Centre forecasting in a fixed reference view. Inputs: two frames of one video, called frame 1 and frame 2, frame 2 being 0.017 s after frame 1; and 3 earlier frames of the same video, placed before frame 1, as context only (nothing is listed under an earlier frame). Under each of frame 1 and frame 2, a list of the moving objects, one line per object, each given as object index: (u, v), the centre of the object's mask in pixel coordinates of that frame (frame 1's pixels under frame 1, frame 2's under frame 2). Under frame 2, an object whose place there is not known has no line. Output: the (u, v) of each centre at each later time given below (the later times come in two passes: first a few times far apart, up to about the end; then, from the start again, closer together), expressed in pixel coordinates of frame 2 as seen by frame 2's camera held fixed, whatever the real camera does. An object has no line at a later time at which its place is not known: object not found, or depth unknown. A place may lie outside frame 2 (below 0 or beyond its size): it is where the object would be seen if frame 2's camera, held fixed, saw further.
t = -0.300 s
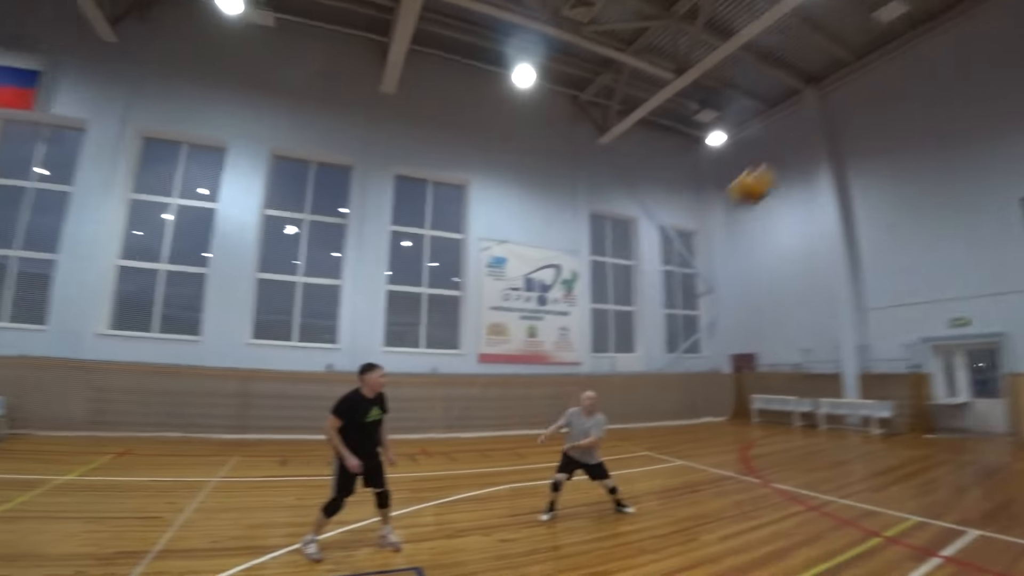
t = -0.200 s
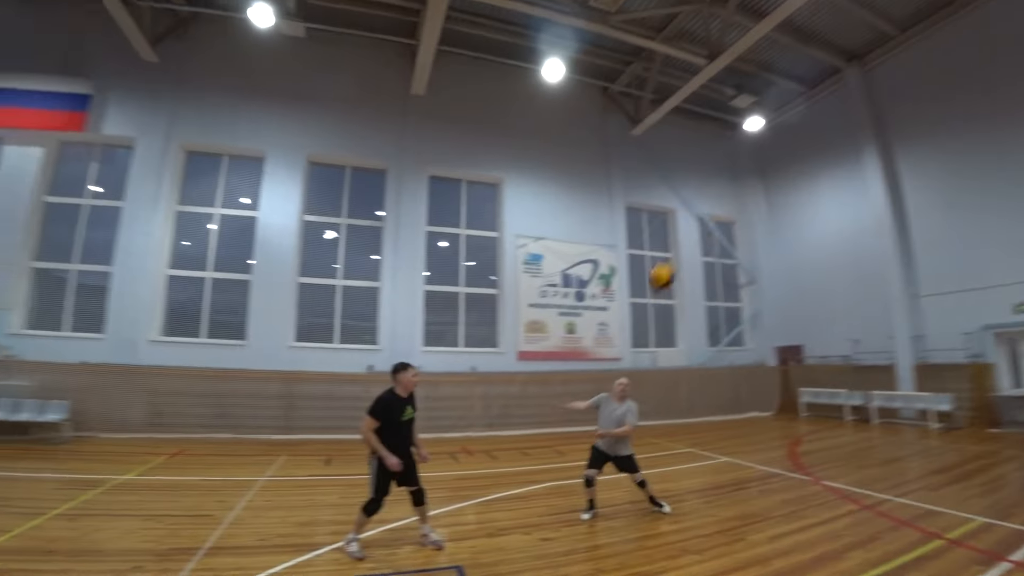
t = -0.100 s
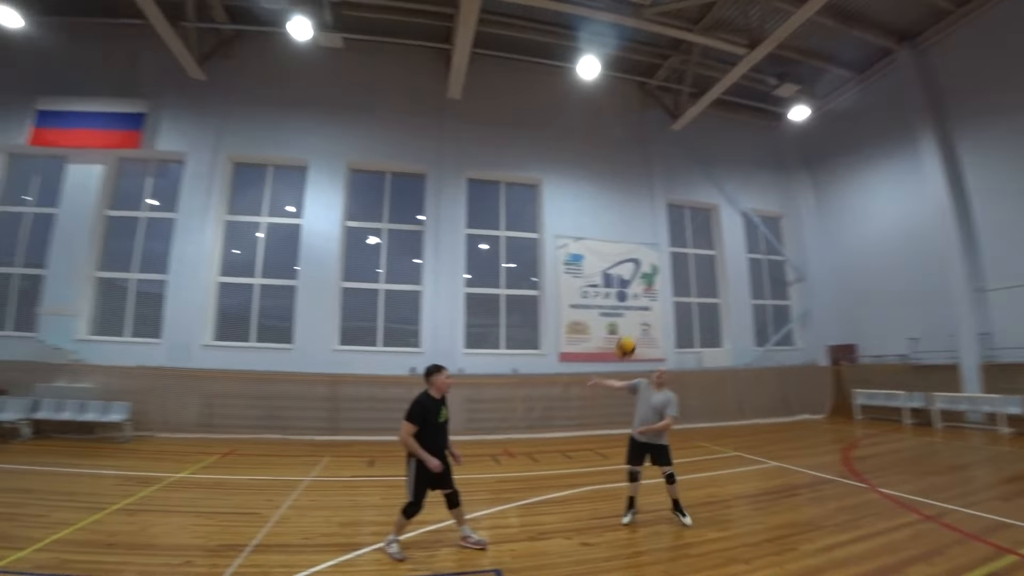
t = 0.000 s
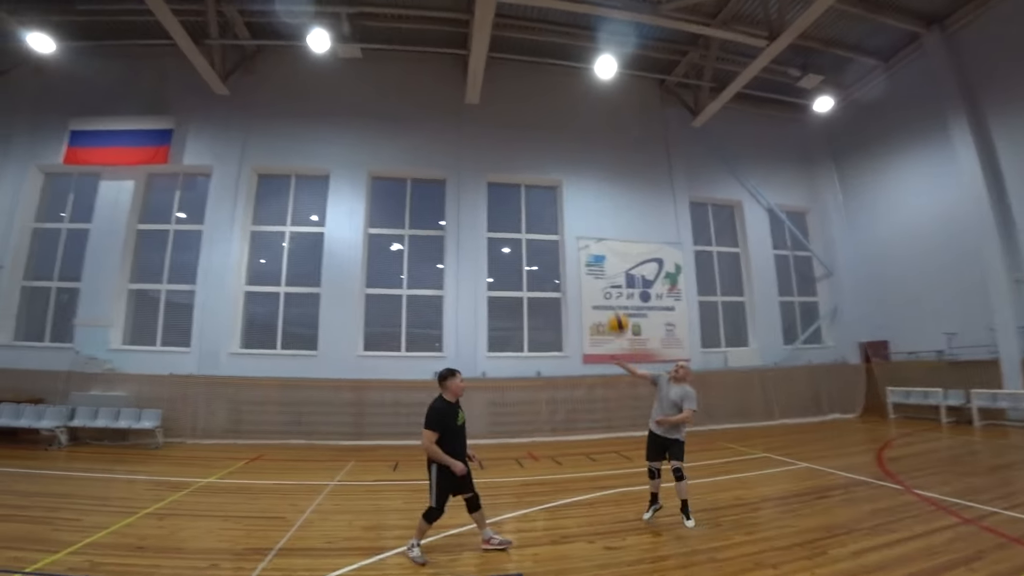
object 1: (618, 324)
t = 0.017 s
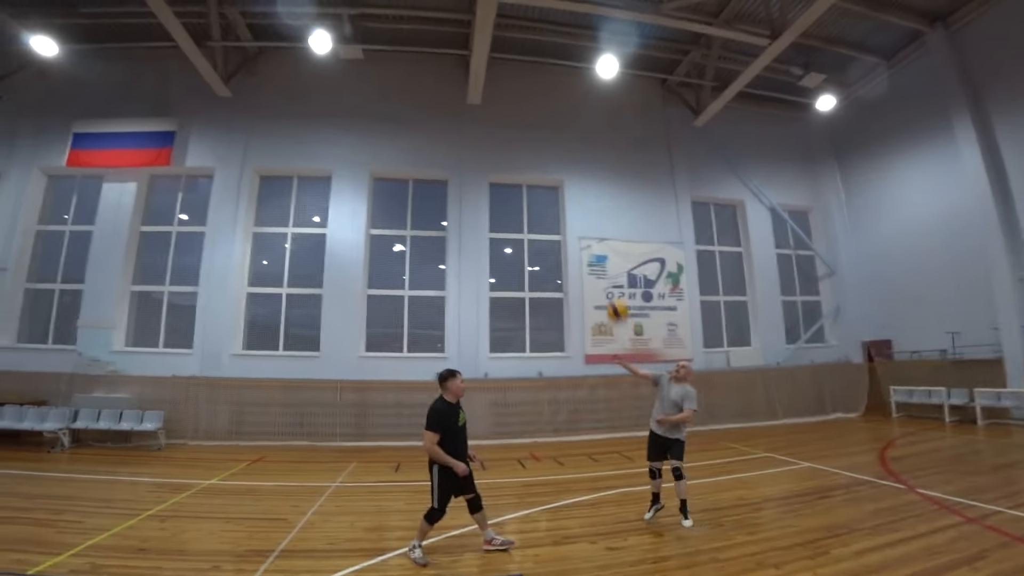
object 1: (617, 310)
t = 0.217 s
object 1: (561, 130)
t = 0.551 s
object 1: (294, -472)
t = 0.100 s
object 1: (598, 241)
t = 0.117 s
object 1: (593, 227)
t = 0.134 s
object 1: (589, 211)
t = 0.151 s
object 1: (584, 197)
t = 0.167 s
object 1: (579, 180)
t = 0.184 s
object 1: (573, 163)
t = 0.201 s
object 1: (567, 146)
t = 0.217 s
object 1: (561, 130)
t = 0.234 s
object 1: (554, 112)
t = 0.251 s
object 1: (547, 94)
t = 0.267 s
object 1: (539, 74)
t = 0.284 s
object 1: (531, 52)
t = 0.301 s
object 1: (522, 33)
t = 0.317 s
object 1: (513, 11)
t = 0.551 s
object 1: (294, -472)
